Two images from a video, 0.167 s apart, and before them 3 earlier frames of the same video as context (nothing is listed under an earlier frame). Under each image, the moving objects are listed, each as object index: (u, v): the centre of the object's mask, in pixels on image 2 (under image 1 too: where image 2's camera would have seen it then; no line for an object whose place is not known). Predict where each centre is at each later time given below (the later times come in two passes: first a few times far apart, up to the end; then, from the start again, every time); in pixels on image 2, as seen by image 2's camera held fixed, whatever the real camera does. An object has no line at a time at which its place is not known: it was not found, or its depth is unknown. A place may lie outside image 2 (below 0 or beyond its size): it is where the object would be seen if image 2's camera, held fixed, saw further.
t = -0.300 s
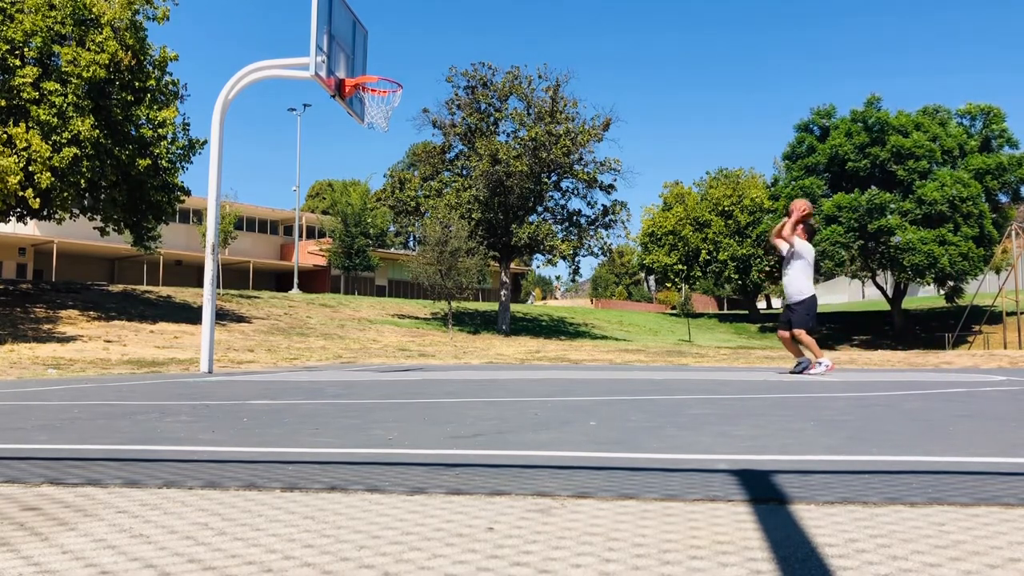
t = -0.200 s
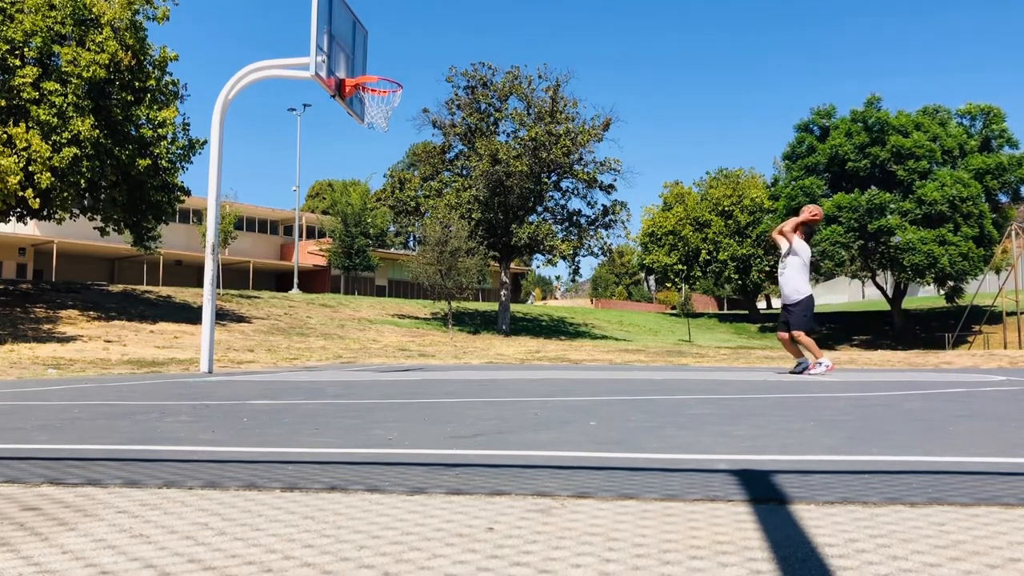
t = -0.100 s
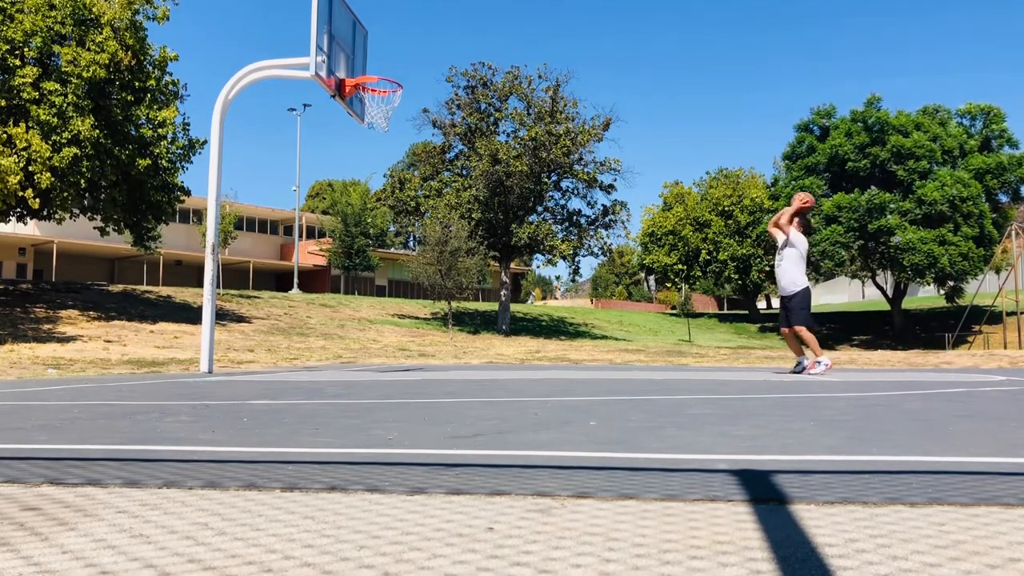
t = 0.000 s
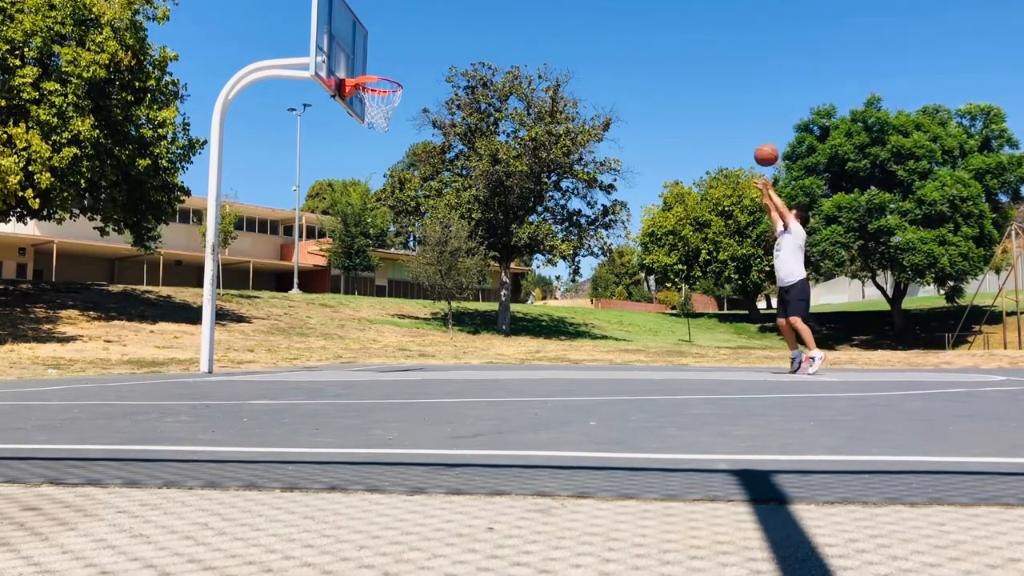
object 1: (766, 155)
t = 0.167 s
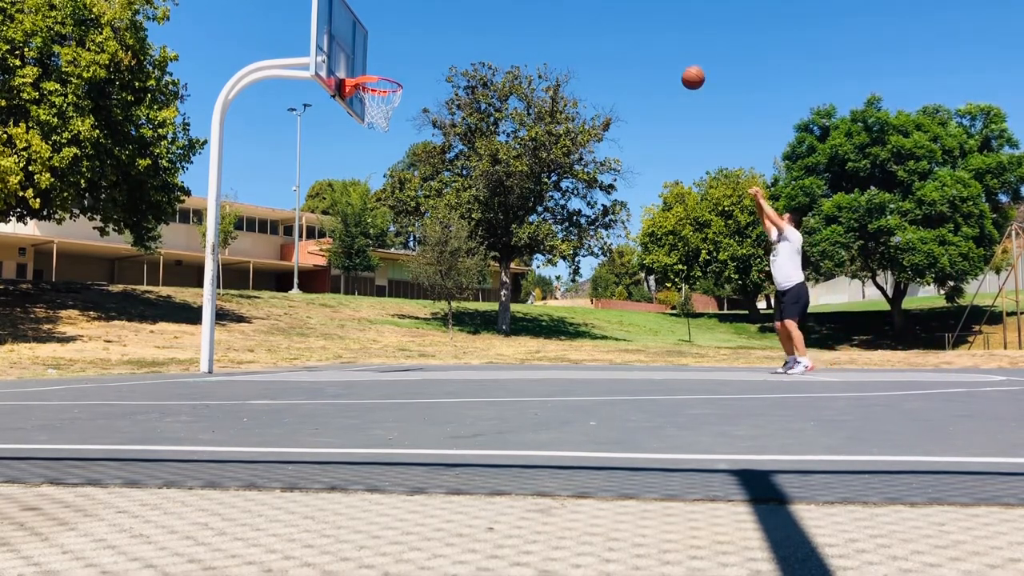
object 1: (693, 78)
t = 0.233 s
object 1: (664, 54)
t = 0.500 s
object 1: (553, 7)
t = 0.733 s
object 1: (459, 13)
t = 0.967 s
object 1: (367, 69)
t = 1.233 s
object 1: (398, 65)
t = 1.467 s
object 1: (438, 103)
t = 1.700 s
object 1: (477, 187)
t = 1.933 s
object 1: (517, 319)
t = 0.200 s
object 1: (679, 65)
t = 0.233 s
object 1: (664, 54)
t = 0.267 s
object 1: (650, 44)
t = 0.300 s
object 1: (636, 36)
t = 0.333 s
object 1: (622, 28)
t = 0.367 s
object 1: (608, 21)
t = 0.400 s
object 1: (594, 15)
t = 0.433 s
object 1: (580, 11)
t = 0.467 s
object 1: (567, 8)
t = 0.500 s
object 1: (553, 7)
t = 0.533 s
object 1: (539, 6)
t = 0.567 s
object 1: (526, 6)
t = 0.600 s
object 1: (512, 6)
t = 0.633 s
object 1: (499, 7)
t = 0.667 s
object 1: (485, 8)
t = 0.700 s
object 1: (472, 10)
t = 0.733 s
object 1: (459, 13)
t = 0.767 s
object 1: (445, 19)
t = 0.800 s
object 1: (432, 26)
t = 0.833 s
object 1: (419, 33)
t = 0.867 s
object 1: (406, 41)
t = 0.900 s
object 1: (393, 50)
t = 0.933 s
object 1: (380, 61)
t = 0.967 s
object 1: (367, 69)
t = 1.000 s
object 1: (357, 71)
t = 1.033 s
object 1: (362, 69)
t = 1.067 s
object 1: (368, 66)
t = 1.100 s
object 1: (375, 65)
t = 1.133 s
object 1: (380, 64)
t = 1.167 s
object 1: (386, 63)
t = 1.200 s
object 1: (392, 64)
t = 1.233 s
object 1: (398, 65)
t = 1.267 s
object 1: (403, 68)
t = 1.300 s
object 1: (409, 71)
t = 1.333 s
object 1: (415, 76)
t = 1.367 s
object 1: (420, 81)
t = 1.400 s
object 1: (426, 88)
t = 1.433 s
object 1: (432, 95)
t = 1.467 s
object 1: (438, 103)
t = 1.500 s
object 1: (444, 113)
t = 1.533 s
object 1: (449, 122)
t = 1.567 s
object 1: (454, 133)
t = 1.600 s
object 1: (460, 145)
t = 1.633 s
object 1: (466, 158)
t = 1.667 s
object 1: (472, 172)
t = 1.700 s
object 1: (477, 187)
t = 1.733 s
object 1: (483, 203)
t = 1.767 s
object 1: (489, 220)
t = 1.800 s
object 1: (494, 238)
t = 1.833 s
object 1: (500, 256)
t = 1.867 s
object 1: (505, 275)
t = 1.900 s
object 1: (511, 296)
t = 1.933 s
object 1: (517, 319)
